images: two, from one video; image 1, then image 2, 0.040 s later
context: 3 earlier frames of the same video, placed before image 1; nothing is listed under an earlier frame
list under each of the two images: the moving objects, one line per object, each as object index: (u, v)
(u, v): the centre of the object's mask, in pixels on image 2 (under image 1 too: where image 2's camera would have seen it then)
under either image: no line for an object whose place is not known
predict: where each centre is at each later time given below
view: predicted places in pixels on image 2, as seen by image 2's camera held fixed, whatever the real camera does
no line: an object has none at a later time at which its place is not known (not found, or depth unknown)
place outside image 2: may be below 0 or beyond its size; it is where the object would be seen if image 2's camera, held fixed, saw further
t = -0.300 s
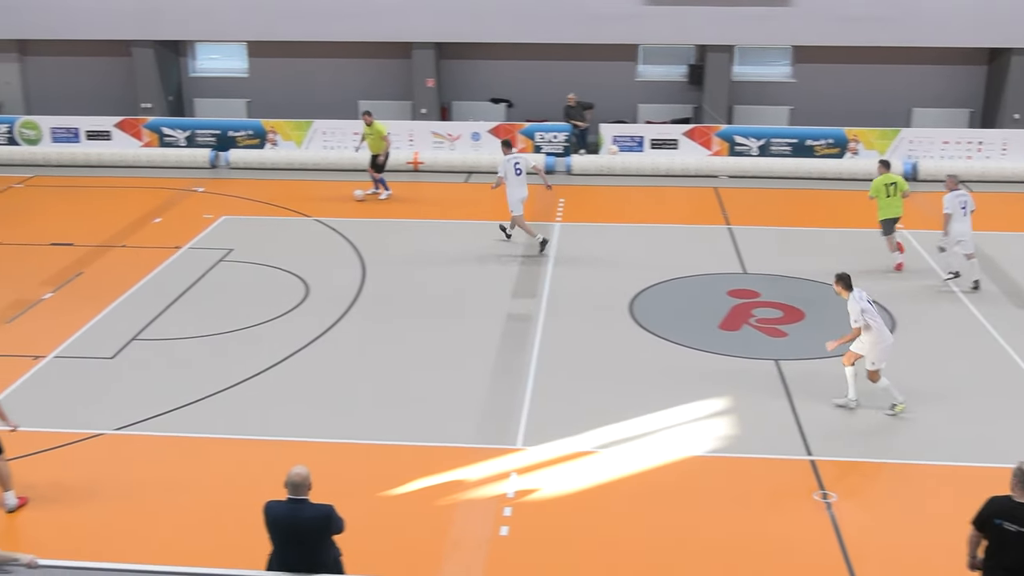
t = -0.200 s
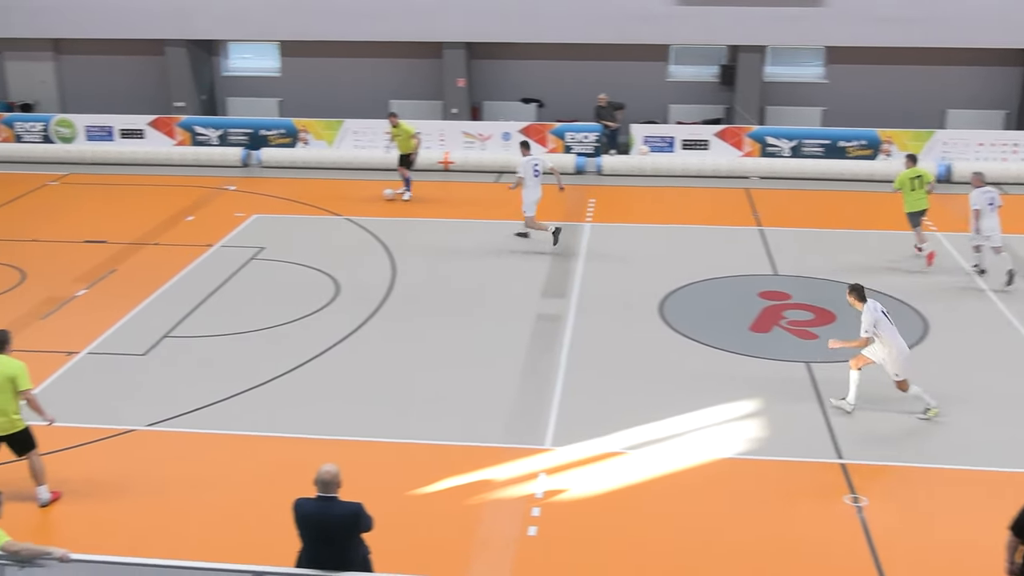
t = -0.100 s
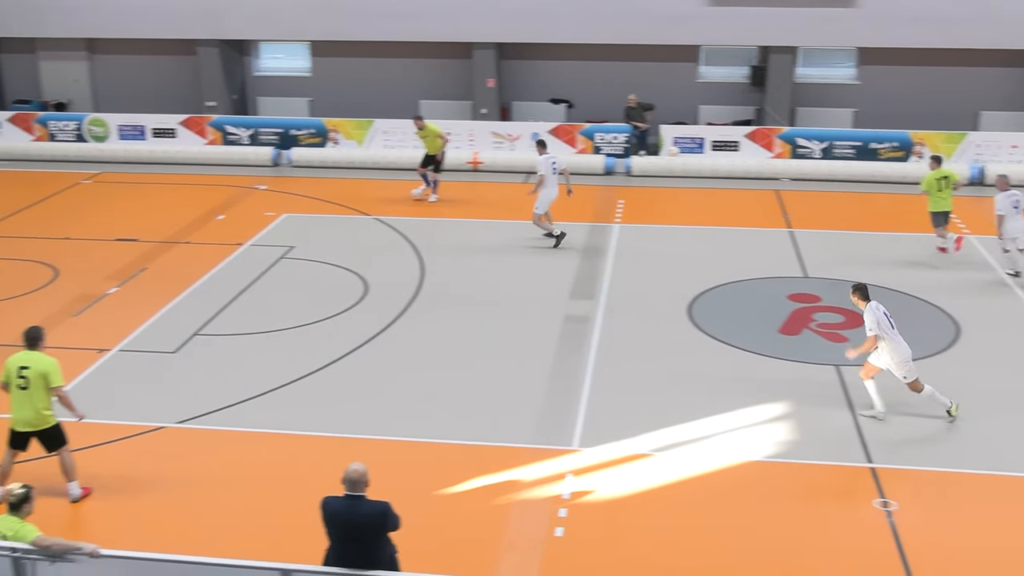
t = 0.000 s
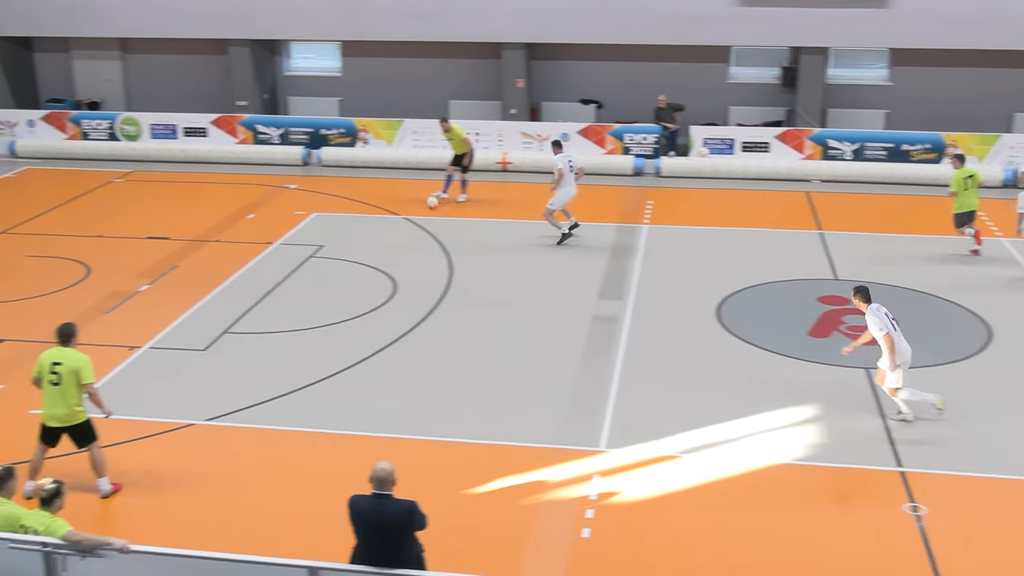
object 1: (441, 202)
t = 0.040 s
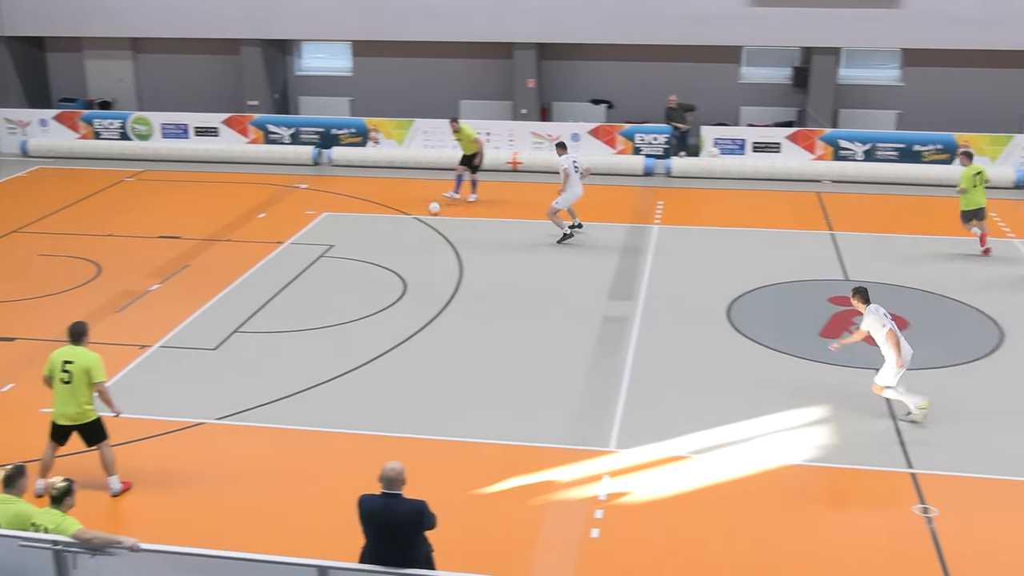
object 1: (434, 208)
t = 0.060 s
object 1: (430, 211)
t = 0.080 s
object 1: (426, 213)
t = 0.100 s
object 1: (422, 216)
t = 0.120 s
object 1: (419, 220)
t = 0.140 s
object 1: (415, 223)
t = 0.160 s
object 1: (411, 226)
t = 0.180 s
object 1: (407, 229)
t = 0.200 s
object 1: (403, 231)
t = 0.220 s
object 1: (399, 234)
